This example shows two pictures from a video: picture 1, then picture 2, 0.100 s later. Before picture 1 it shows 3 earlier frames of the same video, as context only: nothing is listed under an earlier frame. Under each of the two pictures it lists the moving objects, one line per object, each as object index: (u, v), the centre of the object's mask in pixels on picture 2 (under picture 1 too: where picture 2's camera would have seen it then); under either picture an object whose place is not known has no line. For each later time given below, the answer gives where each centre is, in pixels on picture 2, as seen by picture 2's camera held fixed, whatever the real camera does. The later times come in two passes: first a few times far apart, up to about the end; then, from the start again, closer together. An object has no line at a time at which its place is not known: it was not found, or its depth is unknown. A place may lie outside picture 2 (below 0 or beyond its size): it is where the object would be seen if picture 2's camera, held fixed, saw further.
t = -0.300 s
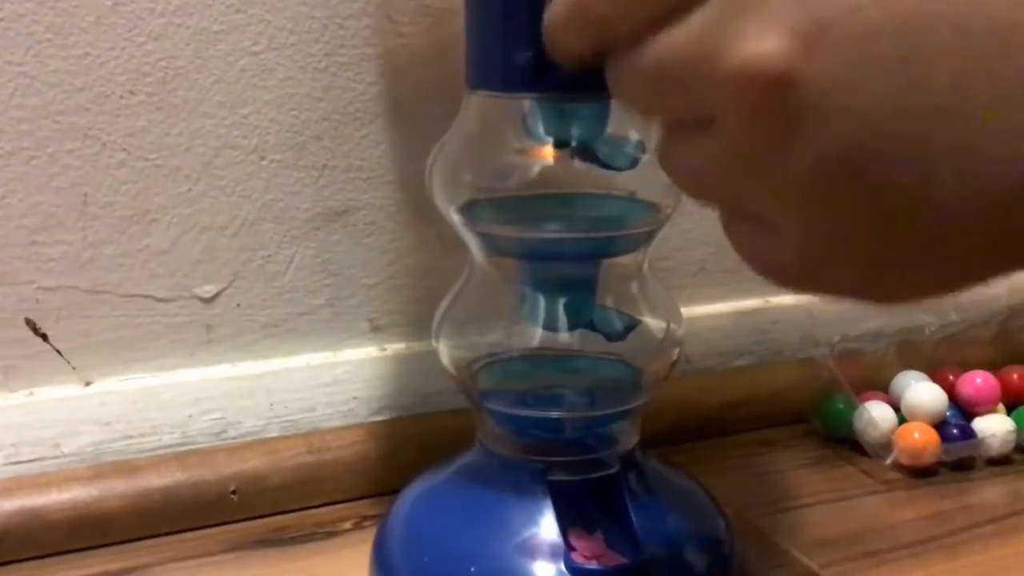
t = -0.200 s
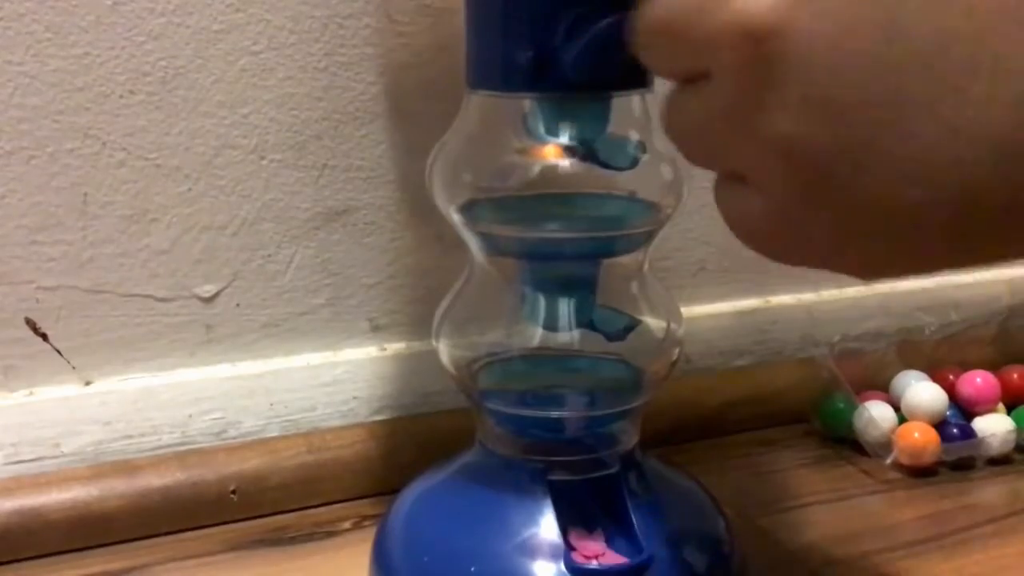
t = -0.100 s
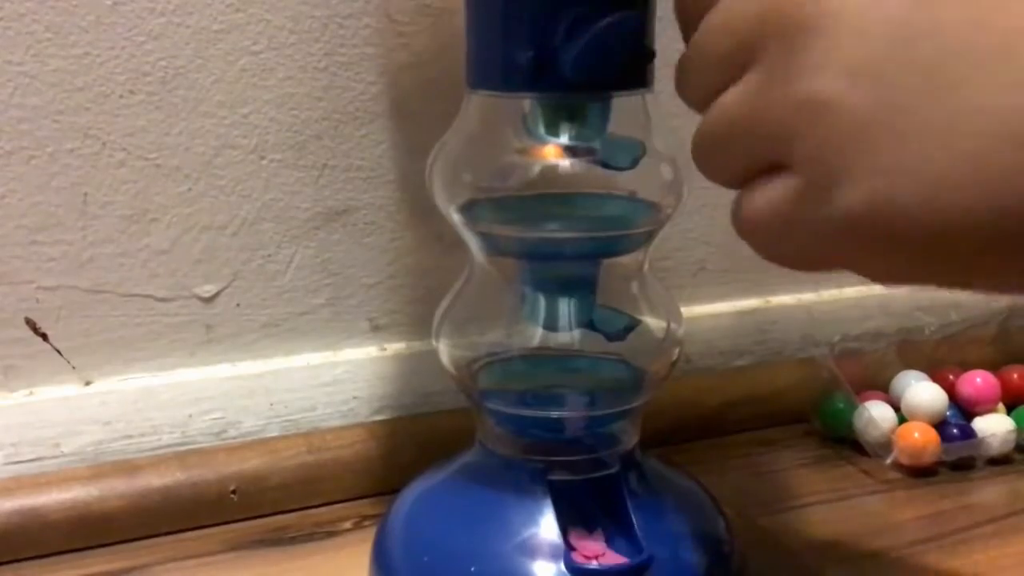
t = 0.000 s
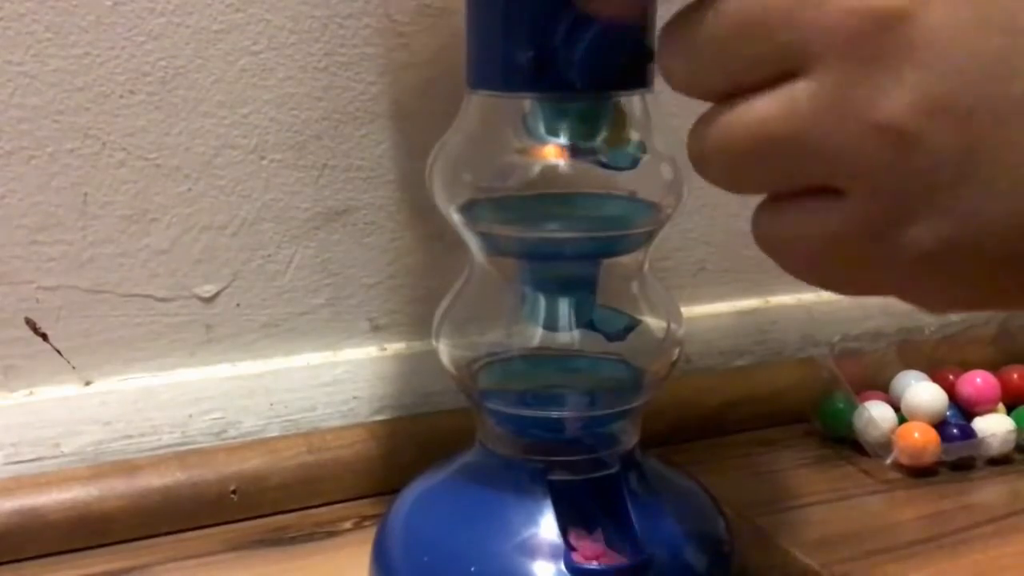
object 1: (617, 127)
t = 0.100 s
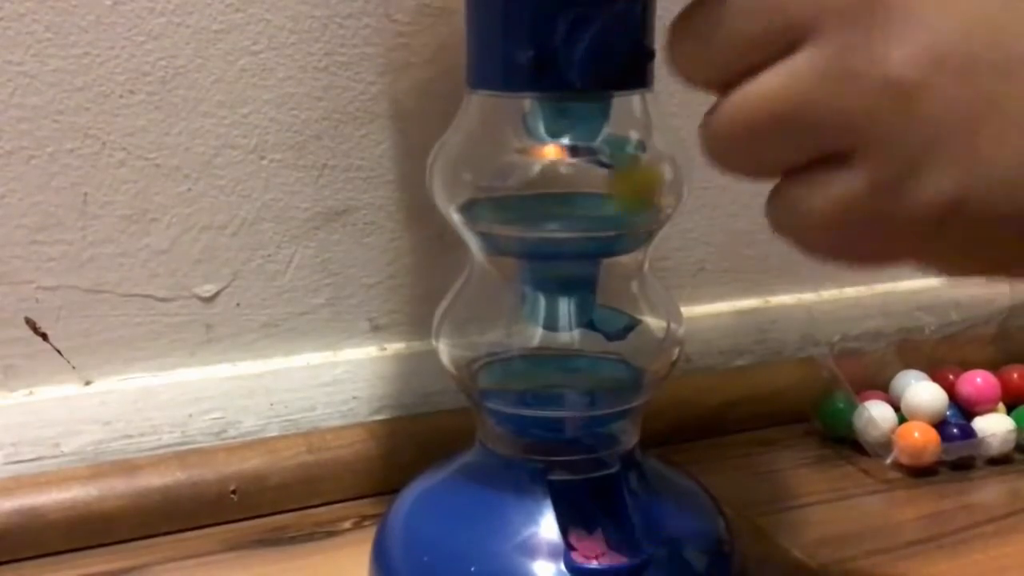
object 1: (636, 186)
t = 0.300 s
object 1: (525, 201)
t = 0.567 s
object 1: (543, 212)
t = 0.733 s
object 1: (556, 224)
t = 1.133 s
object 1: (631, 346)
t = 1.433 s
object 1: (561, 360)
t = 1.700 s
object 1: (545, 388)
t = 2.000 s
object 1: (577, 367)
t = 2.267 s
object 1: (532, 384)
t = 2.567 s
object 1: (585, 378)
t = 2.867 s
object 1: (577, 381)
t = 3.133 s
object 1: (569, 466)
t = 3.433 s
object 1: (593, 525)
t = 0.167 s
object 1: (546, 212)
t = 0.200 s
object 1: (510, 209)
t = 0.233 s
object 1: (495, 202)
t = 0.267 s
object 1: (511, 202)
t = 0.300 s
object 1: (525, 201)
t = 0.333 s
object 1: (536, 199)
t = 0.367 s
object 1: (547, 200)
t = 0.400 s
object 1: (564, 202)
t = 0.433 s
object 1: (575, 208)
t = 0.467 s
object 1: (577, 217)
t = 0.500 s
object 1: (551, 217)
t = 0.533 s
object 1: (538, 212)
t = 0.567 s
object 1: (543, 212)
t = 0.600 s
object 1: (560, 216)
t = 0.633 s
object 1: (564, 220)
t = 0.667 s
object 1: (551, 219)
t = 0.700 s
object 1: (564, 220)
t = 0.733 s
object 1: (556, 224)
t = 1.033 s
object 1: (606, 312)
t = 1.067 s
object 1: (616, 310)
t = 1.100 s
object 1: (623, 315)
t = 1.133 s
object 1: (631, 346)
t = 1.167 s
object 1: (602, 380)
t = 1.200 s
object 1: (562, 387)
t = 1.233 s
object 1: (530, 384)
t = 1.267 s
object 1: (507, 376)
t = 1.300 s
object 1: (505, 370)
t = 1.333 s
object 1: (512, 366)
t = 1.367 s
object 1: (525, 361)
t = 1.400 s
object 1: (545, 361)
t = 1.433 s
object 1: (561, 360)
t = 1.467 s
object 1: (579, 359)
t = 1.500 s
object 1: (593, 365)
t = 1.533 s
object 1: (601, 369)
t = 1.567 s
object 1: (602, 375)
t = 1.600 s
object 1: (598, 384)
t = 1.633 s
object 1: (583, 387)
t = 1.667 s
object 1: (564, 388)
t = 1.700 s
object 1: (545, 388)
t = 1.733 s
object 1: (528, 385)
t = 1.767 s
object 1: (515, 383)
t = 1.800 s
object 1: (506, 377)
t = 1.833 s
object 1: (506, 373)
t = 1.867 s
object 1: (512, 370)
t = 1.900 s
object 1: (525, 367)
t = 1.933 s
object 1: (540, 365)
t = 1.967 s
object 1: (559, 364)
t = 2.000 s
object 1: (577, 367)
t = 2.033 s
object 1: (592, 369)
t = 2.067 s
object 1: (600, 372)
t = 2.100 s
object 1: (601, 377)
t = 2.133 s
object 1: (596, 381)
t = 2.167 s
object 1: (585, 386)
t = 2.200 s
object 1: (567, 387)
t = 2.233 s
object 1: (548, 387)
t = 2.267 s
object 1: (532, 384)
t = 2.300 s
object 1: (518, 378)
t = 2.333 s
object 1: (515, 373)
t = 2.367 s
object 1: (517, 370)
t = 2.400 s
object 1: (526, 367)
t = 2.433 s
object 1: (538, 366)
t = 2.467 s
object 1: (552, 366)
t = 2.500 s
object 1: (567, 368)
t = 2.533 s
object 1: (582, 373)
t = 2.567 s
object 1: (585, 378)
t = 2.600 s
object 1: (577, 387)
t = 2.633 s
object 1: (557, 390)
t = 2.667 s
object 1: (537, 386)
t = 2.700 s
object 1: (528, 379)
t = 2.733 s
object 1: (531, 373)
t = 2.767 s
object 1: (541, 369)
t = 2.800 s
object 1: (555, 368)
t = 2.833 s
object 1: (568, 371)
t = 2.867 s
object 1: (577, 381)
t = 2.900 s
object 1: (567, 390)
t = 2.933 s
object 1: (547, 390)
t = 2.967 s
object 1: (549, 388)
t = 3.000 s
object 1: (562, 391)
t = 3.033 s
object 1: (555, 396)
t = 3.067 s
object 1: (559, 397)
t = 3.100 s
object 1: (563, 447)
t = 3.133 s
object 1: (569, 466)
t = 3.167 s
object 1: (569, 476)
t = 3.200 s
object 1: (567, 471)
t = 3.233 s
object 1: (569, 480)
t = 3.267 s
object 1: (569, 474)
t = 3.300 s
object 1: (570, 486)
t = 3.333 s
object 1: (573, 493)
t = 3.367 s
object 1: (578, 503)
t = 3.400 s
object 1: (588, 523)
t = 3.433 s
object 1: (593, 525)
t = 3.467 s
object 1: (598, 531)
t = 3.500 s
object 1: (601, 536)
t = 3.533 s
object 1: (596, 538)
